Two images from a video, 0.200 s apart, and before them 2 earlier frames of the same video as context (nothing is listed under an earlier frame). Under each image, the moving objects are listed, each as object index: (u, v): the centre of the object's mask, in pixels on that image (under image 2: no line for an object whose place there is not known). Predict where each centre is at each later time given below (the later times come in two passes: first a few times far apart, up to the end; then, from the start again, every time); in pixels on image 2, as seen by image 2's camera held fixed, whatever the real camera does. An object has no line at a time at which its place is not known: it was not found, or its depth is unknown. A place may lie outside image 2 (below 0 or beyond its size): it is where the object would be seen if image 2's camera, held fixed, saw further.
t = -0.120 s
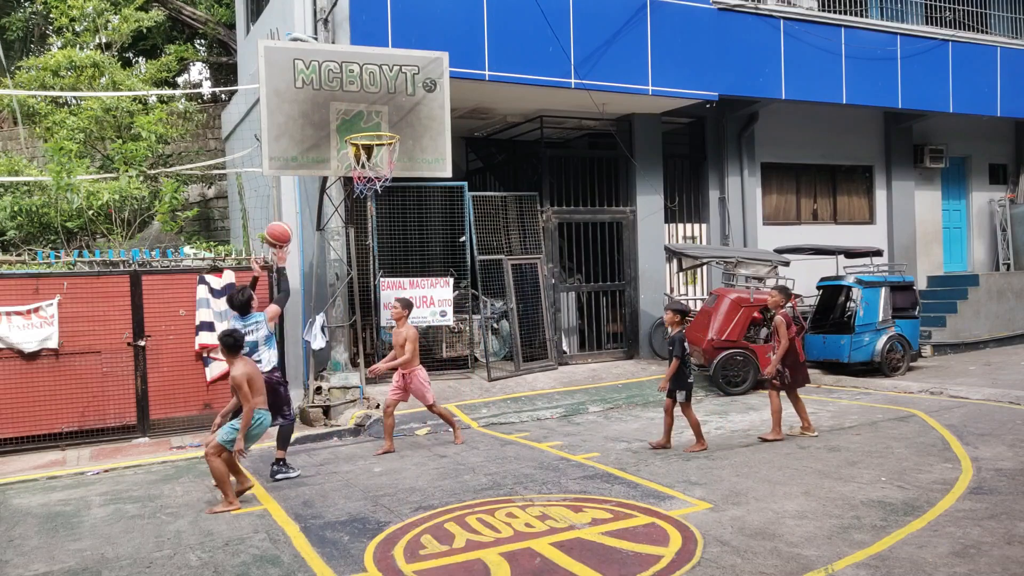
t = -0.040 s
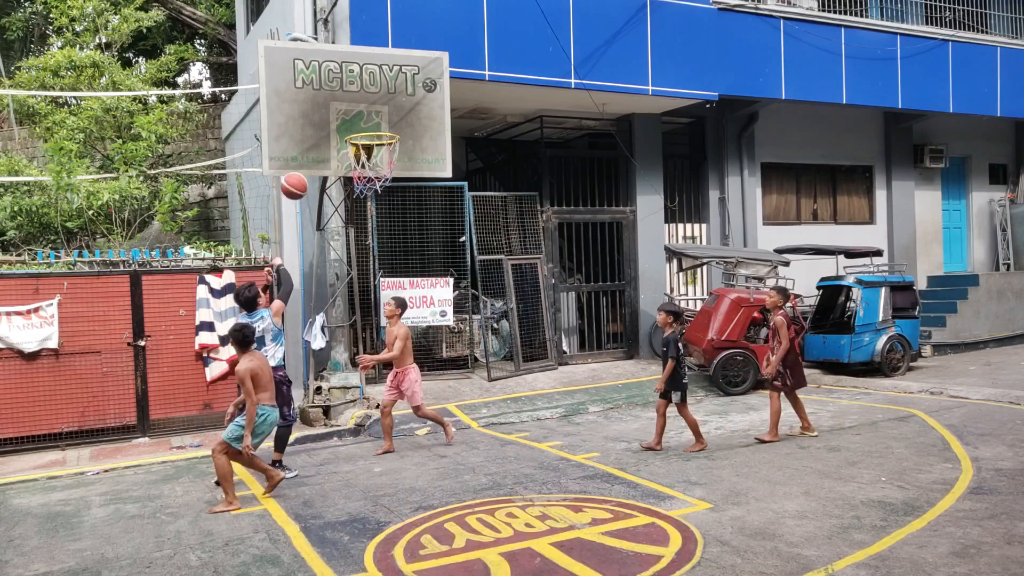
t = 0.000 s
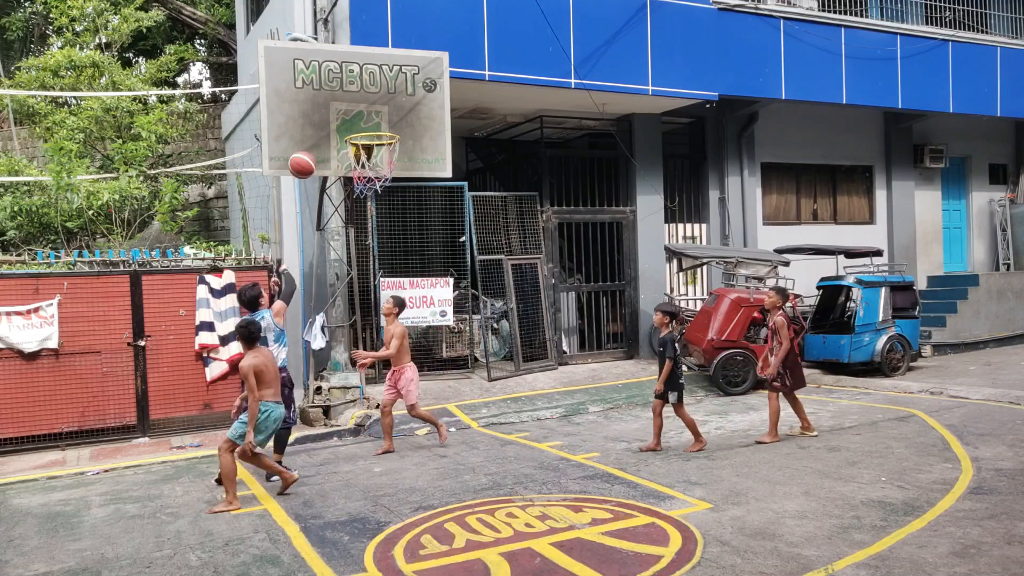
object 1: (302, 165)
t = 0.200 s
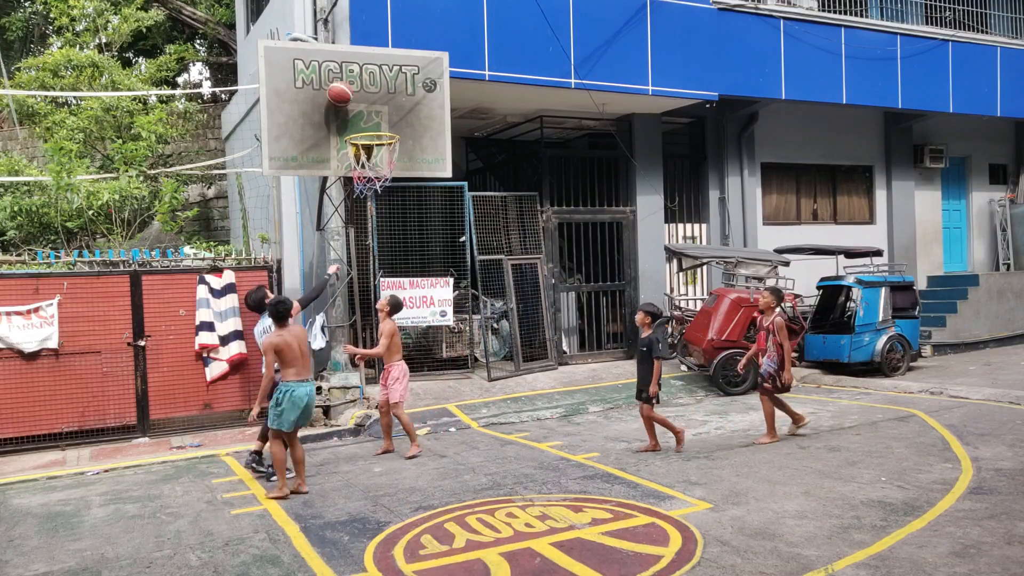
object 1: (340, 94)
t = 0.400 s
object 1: (369, 85)
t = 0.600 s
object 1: (398, 123)
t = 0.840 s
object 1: (416, 106)
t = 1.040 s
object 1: (433, 136)
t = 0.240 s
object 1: (347, 86)
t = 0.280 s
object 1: (353, 83)
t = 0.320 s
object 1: (358, 82)
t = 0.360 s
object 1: (364, 83)
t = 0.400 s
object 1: (369, 85)
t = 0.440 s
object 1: (375, 90)
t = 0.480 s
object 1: (380, 96)
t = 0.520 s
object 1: (386, 103)
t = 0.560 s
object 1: (392, 113)
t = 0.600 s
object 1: (398, 123)
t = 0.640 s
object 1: (401, 121)
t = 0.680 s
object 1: (404, 114)
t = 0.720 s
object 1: (407, 110)
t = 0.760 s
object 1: (410, 107)
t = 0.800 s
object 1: (413, 106)
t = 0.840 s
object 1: (416, 106)
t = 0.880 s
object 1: (419, 109)
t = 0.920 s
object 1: (423, 113)
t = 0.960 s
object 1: (426, 119)
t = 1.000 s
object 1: (429, 127)
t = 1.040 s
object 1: (433, 136)
